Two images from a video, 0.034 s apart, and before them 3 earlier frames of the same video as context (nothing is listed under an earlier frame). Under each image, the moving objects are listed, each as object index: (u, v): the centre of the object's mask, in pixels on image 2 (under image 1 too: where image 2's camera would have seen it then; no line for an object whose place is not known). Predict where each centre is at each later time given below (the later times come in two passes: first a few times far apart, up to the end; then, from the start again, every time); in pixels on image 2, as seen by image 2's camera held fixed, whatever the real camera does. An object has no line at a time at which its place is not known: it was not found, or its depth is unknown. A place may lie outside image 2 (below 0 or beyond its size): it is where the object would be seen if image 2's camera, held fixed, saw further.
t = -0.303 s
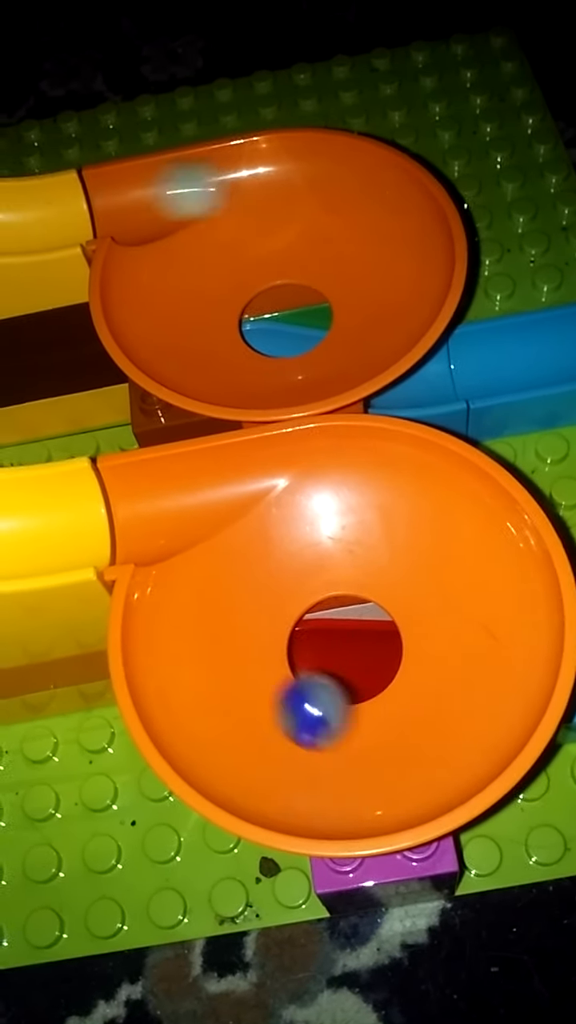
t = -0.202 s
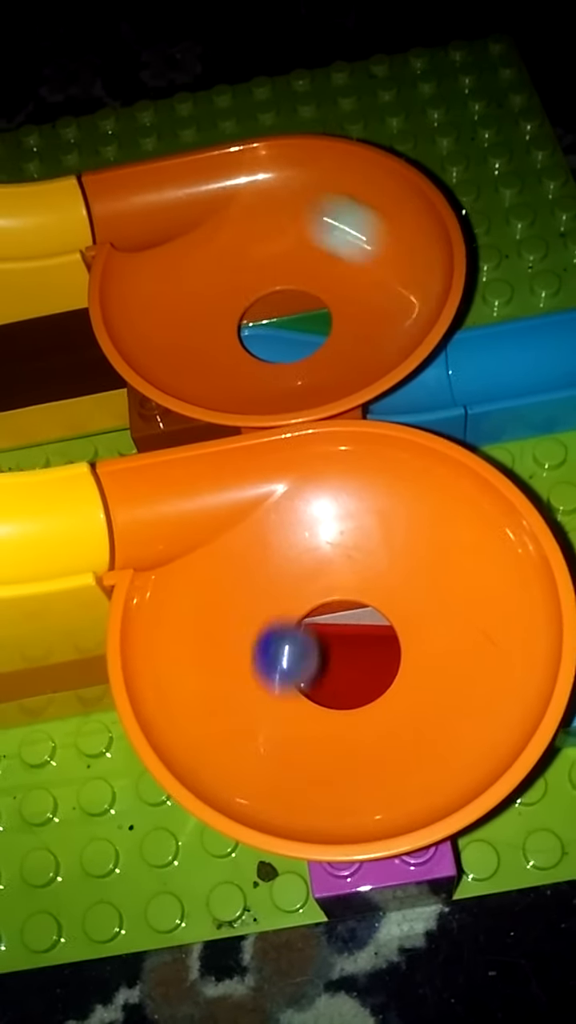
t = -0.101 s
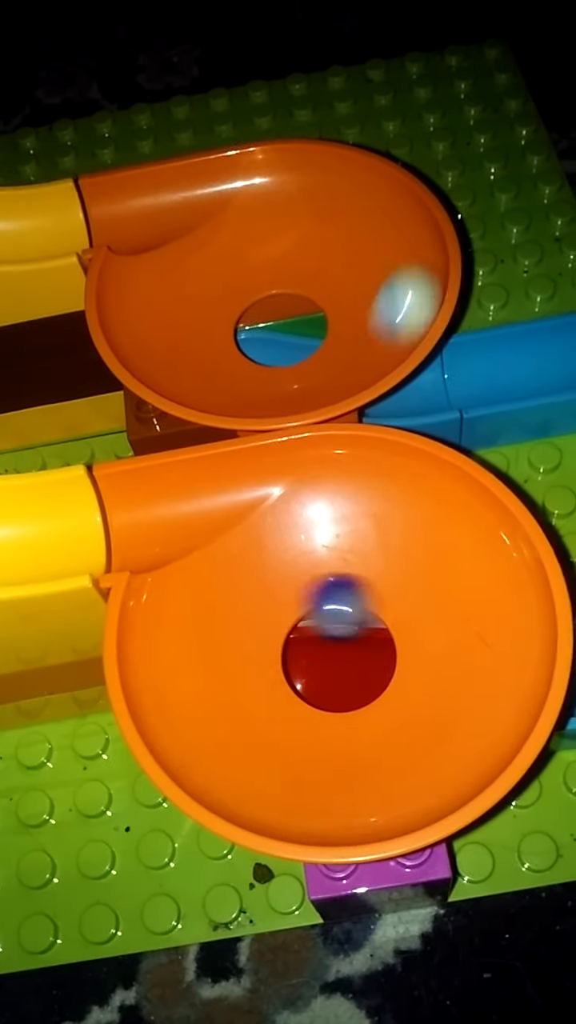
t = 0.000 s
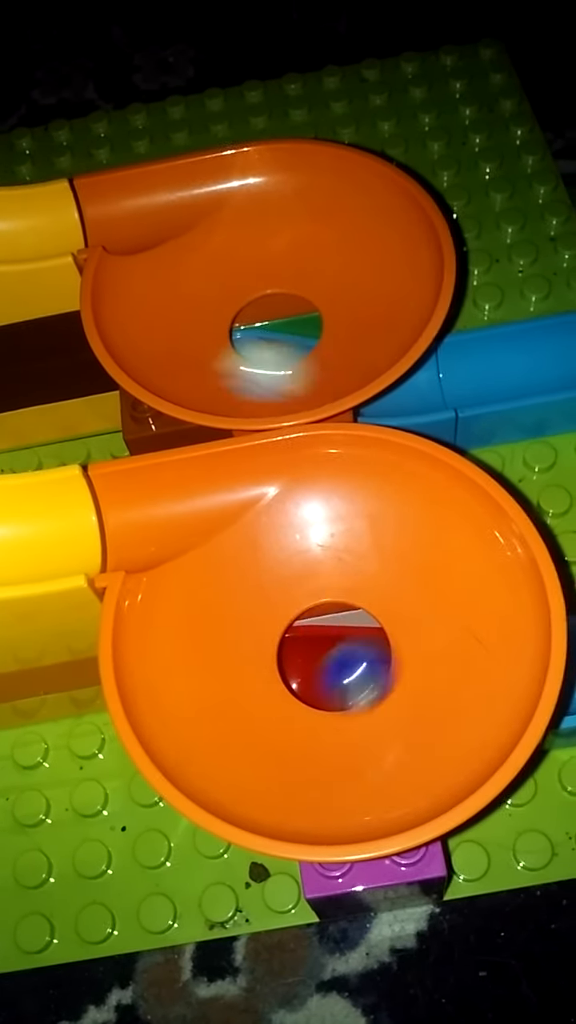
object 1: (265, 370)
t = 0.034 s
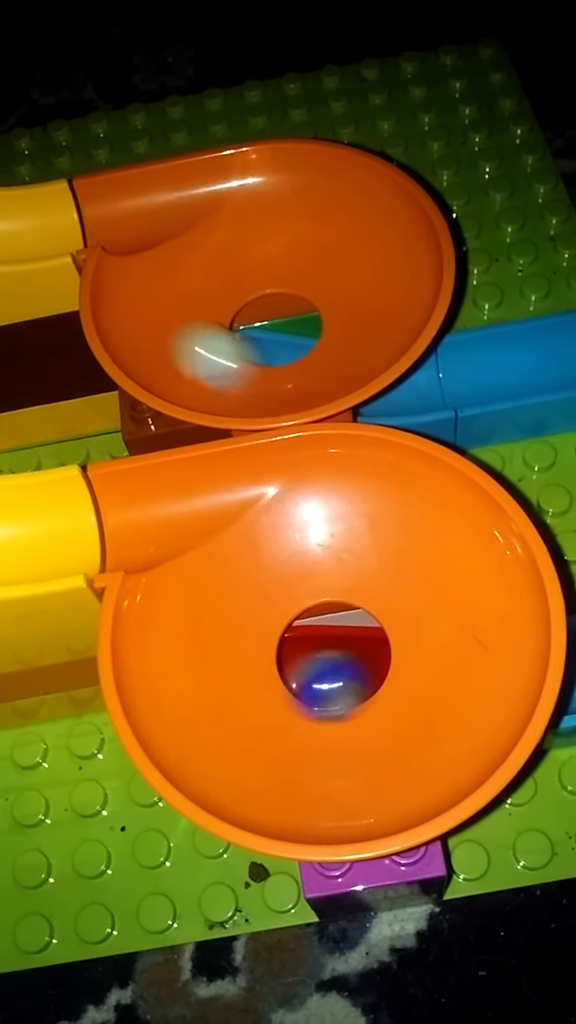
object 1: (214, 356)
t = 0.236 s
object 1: (266, 229)
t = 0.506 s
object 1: (259, 376)
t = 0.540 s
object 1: (227, 367)
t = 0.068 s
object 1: (180, 333)
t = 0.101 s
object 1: (162, 302)
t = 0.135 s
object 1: (173, 249)
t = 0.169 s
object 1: (196, 234)
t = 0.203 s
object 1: (228, 226)
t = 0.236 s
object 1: (266, 229)
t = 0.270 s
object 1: (303, 243)
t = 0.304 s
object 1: (333, 263)
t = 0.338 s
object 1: (354, 287)
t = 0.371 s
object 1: (361, 314)
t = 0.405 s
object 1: (351, 340)
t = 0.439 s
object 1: (331, 362)
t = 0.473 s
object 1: (298, 374)
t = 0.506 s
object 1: (259, 376)
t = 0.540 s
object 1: (227, 367)
